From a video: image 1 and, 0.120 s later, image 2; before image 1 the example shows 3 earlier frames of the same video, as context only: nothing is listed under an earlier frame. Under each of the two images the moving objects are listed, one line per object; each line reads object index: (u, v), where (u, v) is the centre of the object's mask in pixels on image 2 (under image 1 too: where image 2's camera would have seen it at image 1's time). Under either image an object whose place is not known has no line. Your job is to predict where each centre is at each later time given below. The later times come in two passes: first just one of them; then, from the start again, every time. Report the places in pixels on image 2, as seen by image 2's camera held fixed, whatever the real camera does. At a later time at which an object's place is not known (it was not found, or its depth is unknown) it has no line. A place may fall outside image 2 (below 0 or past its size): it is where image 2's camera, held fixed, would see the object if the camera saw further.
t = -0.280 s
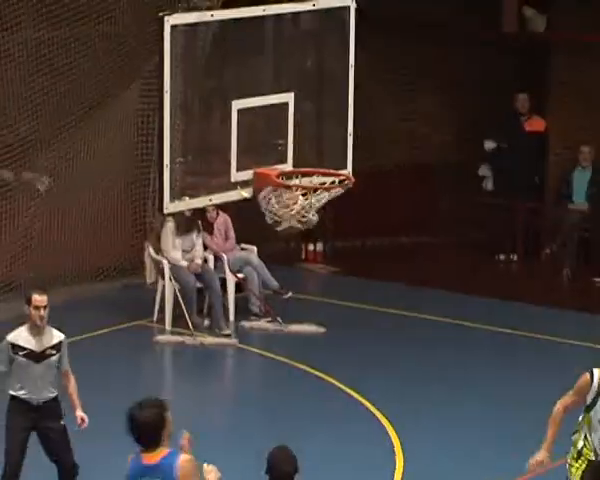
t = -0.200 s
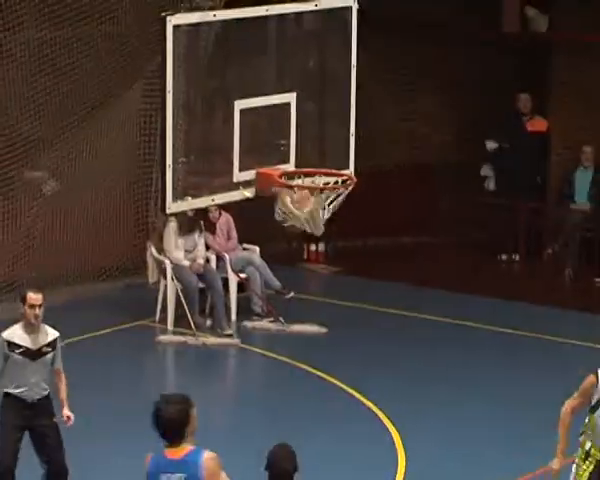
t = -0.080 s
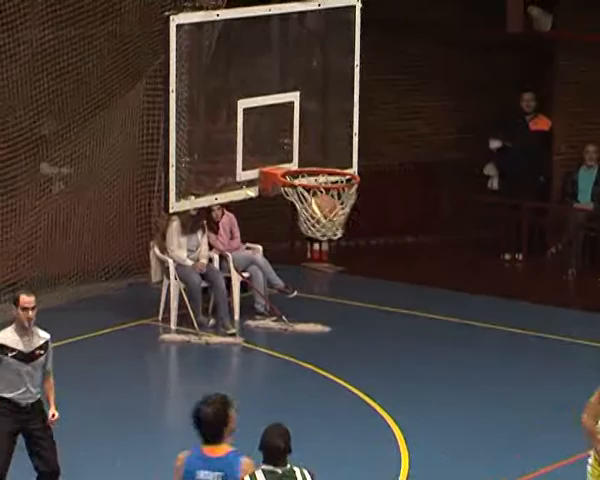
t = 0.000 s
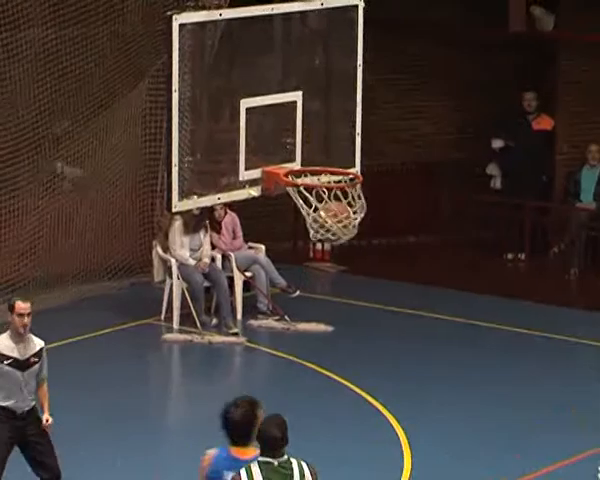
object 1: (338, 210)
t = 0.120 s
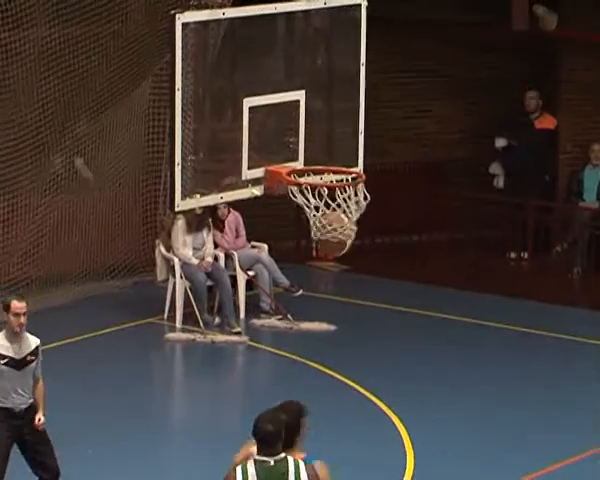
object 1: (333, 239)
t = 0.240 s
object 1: (325, 259)
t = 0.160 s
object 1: (331, 249)
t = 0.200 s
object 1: (329, 253)
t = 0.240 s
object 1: (325, 259)
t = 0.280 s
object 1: (320, 271)
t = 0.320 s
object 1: (316, 286)
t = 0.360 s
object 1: (312, 304)
